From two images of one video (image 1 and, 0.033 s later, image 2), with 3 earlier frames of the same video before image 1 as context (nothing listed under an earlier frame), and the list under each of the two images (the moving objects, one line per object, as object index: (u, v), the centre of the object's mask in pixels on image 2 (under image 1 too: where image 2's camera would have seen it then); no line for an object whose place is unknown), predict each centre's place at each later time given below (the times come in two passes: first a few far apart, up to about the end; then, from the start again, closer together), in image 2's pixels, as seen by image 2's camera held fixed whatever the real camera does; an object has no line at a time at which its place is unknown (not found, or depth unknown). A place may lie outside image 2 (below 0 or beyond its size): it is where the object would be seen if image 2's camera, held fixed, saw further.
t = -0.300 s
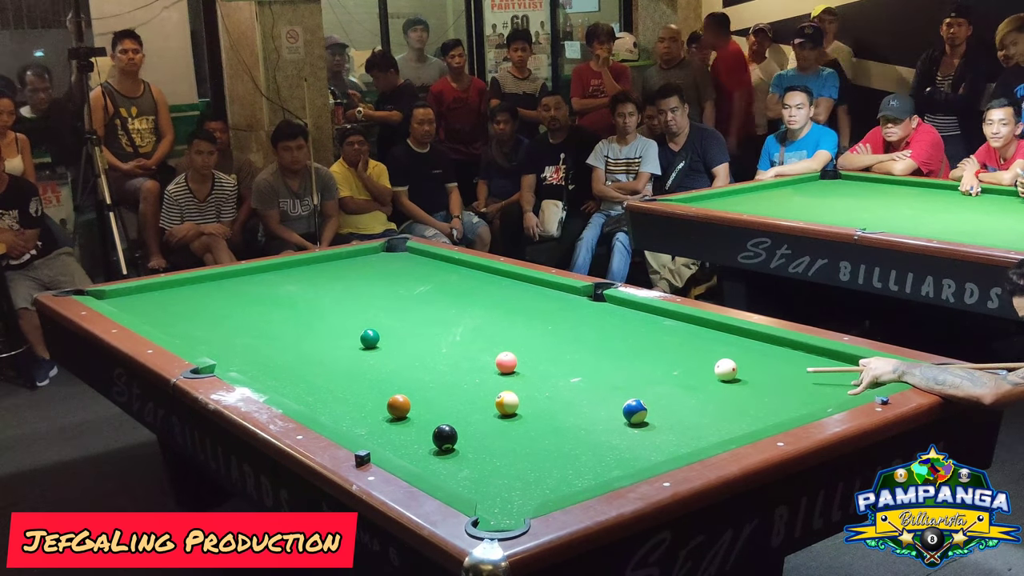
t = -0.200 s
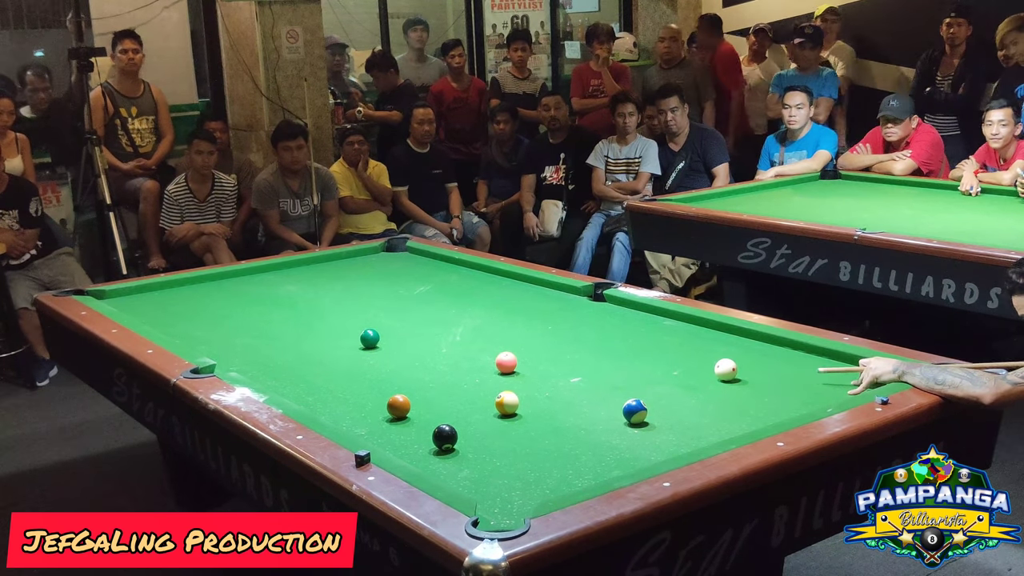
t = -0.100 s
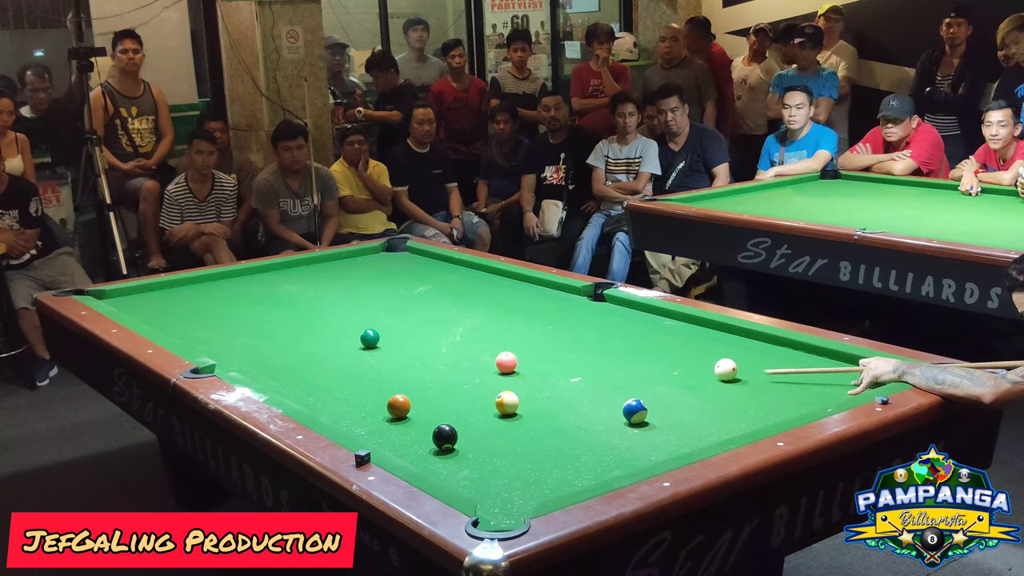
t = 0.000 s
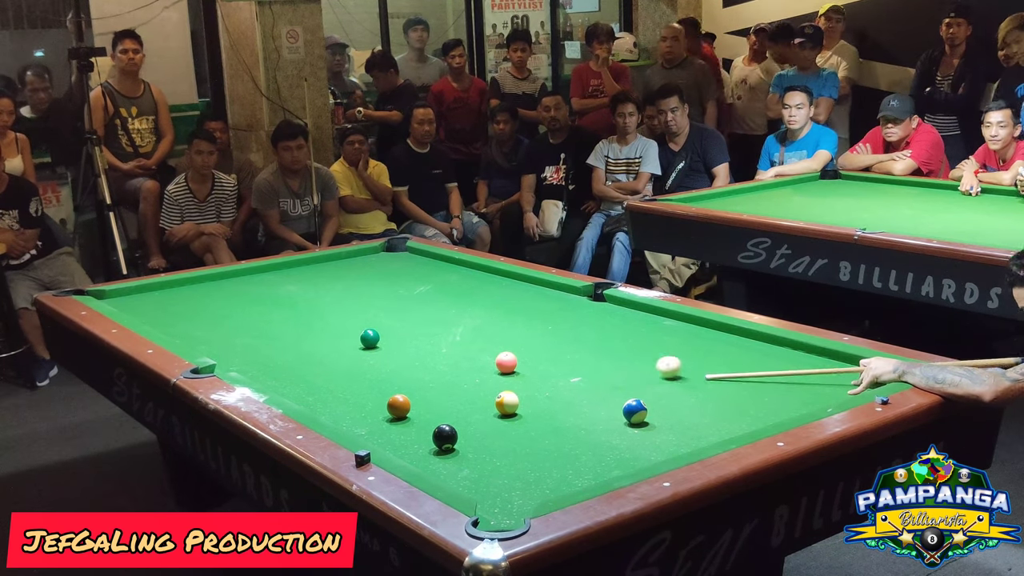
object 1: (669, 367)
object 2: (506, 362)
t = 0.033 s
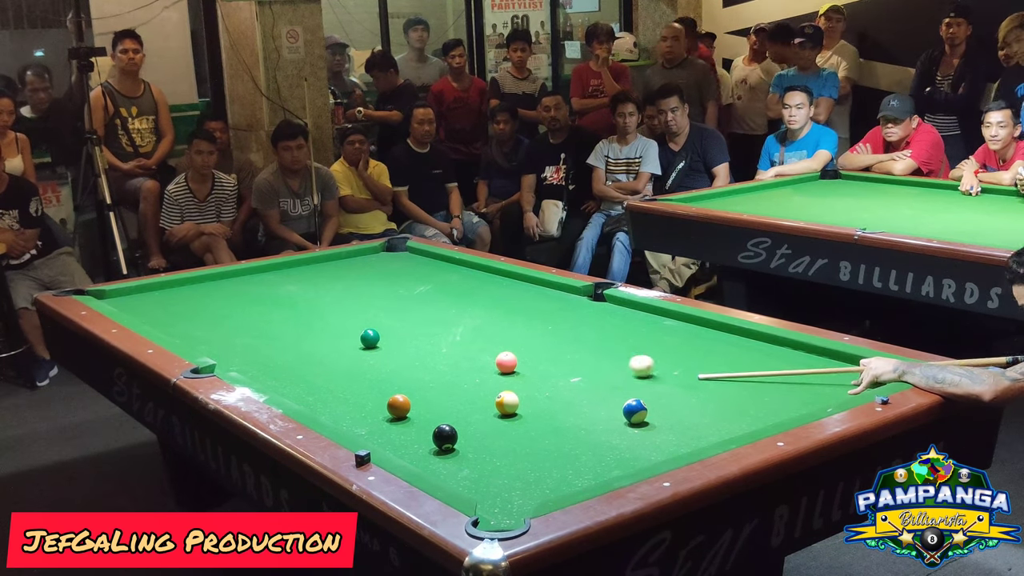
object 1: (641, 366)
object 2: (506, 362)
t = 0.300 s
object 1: (524, 358)
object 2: (461, 364)
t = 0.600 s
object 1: (513, 348)
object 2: (353, 369)
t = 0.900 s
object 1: (502, 340)
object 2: (250, 371)
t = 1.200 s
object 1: (494, 333)
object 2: (226, 362)
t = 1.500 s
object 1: (486, 326)
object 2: (219, 350)
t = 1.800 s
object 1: (478, 321)
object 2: (214, 340)
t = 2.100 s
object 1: (472, 317)
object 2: (210, 331)
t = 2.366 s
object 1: (466, 314)
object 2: (207, 324)
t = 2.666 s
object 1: (460, 311)
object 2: (204, 317)
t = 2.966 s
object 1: (456, 309)
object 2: (201, 311)
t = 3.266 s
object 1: (452, 307)
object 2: (198, 306)
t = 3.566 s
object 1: (449, 306)
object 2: (196, 301)
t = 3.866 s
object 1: (448, 305)
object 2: (194, 298)
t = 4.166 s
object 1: (447, 305)
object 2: (192, 294)
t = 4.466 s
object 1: (447, 305)
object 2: (191, 291)
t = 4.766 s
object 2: (190, 289)
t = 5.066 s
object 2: (189, 287)
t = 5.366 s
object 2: (189, 286)
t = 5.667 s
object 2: (189, 285)
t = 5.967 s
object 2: (188, 285)
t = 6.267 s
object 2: (188, 285)
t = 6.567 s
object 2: (188, 285)
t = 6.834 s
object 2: (188, 285)
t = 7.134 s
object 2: (188, 285)
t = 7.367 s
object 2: (188, 285)
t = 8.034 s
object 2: (189, 284)
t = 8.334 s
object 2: (188, 284)
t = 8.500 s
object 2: (188, 285)
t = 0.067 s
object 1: (615, 365)
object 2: (506, 362)
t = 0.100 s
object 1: (592, 364)
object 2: (506, 362)
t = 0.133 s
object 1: (569, 363)
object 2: (506, 362)
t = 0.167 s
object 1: (548, 362)
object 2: (506, 362)
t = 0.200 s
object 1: (529, 361)
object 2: (506, 362)
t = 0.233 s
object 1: (527, 360)
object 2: (491, 362)
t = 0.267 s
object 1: (526, 359)
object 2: (475, 363)
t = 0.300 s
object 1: (524, 358)
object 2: (461, 364)
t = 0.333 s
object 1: (523, 357)
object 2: (448, 364)
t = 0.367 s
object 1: (521, 355)
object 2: (436, 365)
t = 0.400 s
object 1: (520, 355)
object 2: (424, 365)
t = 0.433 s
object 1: (519, 353)
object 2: (412, 366)
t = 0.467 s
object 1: (517, 352)
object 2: (400, 367)
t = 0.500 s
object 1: (516, 351)
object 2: (388, 367)
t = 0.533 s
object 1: (515, 350)
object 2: (377, 368)
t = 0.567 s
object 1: (514, 349)
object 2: (365, 368)
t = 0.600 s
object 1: (513, 348)
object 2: (353, 369)
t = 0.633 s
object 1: (511, 347)
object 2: (341, 370)
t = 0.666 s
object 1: (510, 346)
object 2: (329, 370)
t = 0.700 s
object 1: (509, 345)
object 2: (318, 371)
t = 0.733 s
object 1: (508, 344)
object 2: (306, 371)
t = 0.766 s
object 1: (507, 343)
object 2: (295, 371)
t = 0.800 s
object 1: (506, 343)
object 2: (283, 372)
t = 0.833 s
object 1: (505, 342)
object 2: (271, 373)
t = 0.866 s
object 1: (504, 341)
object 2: (260, 373)
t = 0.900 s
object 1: (502, 340)
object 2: (250, 371)
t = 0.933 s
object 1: (501, 339)
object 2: (243, 370)
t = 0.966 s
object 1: (500, 338)
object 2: (241, 368)
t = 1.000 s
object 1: (499, 337)
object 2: (238, 367)
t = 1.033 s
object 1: (499, 337)
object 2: (236, 367)
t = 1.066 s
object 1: (498, 336)
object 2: (234, 366)
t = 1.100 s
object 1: (497, 335)
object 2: (231, 365)
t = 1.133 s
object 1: (496, 335)
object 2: (228, 364)
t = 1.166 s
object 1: (494, 333)
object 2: (227, 363)
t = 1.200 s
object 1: (494, 333)
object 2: (226, 362)
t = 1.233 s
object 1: (493, 332)
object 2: (226, 361)
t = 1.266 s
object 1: (492, 332)
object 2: (225, 360)
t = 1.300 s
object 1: (491, 331)
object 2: (224, 358)
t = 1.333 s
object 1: (490, 330)
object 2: (223, 357)
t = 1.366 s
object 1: (489, 330)
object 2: (223, 356)
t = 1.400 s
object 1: (489, 329)
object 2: (222, 355)
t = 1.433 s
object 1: (488, 328)
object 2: (221, 353)
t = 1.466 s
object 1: (487, 328)
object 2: (220, 352)
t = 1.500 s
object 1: (486, 326)
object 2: (219, 350)
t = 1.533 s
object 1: (485, 326)
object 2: (219, 349)
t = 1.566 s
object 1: (484, 325)
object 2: (218, 348)
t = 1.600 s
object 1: (483, 325)
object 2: (218, 347)
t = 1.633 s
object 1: (482, 324)
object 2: (217, 346)
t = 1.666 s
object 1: (481, 324)
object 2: (216, 345)
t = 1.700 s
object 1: (481, 323)
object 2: (216, 343)
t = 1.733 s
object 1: (480, 323)
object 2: (216, 342)
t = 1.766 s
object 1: (479, 322)
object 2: (215, 341)
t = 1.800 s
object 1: (478, 321)
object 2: (214, 340)
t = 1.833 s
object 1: (478, 321)
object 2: (214, 339)
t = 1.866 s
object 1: (477, 320)
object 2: (213, 338)
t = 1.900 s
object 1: (476, 320)
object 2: (213, 337)
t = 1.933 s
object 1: (475, 319)
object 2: (212, 336)
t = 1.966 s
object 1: (475, 319)
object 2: (212, 335)
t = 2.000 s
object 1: (474, 318)
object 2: (211, 334)
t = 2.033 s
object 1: (473, 318)
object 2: (211, 333)
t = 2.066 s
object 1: (472, 317)
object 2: (211, 332)
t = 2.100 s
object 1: (472, 317)
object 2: (210, 331)
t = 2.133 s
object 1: (471, 316)
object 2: (209, 330)
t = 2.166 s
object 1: (470, 316)
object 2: (209, 329)
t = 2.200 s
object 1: (470, 316)
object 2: (209, 328)
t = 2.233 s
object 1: (469, 315)
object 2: (208, 328)
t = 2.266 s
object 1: (468, 315)
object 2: (208, 327)
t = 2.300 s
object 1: (468, 315)
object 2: (207, 326)
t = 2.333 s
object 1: (467, 314)
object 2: (207, 325)
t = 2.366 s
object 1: (466, 314)
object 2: (207, 324)
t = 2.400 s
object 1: (466, 313)
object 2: (206, 323)
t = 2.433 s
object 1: (465, 313)
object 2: (206, 323)
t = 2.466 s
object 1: (464, 313)
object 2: (206, 322)
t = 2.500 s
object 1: (464, 312)
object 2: (205, 321)
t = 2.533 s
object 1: (463, 312)
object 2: (205, 320)
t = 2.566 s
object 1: (462, 312)
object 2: (205, 319)
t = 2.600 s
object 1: (462, 312)
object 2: (204, 319)
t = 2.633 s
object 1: (461, 311)
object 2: (204, 318)
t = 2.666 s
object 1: (460, 311)
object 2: (204, 317)
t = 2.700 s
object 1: (460, 311)
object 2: (203, 316)
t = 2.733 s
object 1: (459, 310)
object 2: (203, 316)
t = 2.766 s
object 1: (459, 310)
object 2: (202, 315)
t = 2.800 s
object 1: (458, 310)
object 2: (202, 314)
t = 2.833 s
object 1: (458, 310)
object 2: (202, 314)
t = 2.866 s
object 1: (457, 309)
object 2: (202, 313)
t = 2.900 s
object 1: (457, 309)
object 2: (201, 312)
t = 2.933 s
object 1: (456, 309)
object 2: (201, 312)
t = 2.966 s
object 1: (456, 309)
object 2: (201, 311)
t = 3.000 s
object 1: (455, 309)
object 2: (200, 310)
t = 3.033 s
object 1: (455, 308)
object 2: (200, 310)
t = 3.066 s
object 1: (454, 308)
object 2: (200, 309)
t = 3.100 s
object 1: (454, 308)
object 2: (199, 309)
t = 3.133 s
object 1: (454, 308)
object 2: (199, 308)
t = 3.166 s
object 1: (453, 308)
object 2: (199, 307)
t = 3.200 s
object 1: (453, 308)
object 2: (199, 307)
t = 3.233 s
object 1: (452, 307)
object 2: (198, 306)
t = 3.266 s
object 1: (452, 307)
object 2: (198, 306)
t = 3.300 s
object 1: (451, 307)
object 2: (198, 305)
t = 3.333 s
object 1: (451, 307)
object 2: (197, 305)
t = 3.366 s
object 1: (450, 307)
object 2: (197, 304)
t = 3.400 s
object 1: (450, 307)
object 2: (197, 304)
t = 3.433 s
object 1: (450, 307)
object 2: (197, 303)
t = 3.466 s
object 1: (450, 306)
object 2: (196, 303)
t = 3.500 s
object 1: (449, 306)
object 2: (196, 302)
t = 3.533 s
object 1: (449, 306)
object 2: (196, 302)
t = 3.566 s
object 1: (449, 306)
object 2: (196, 301)
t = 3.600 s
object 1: (449, 306)
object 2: (195, 301)
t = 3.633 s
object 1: (448, 306)
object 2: (195, 301)
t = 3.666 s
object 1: (448, 306)
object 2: (195, 300)
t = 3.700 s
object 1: (448, 306)
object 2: (194, 299)
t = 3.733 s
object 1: (448, 306)
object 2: (194, 299)
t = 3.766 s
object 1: (448, 306)
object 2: (194, 299)
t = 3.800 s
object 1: (448, 305)
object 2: (194, 298)
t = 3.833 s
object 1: (448, 306)
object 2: (194, 298)
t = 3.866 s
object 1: (448, 305)
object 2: (194, 298)
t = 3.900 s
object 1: (447, 305)
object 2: (193, 297)
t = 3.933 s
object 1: (447, 305)
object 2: (193, 297)
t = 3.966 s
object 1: (447, 305)
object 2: (193, 296)
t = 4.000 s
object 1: (447, 305)
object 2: (193, 296)
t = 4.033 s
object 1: (447, 305)
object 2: (192, 296)
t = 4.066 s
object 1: (447, 305)
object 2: (192, 295)
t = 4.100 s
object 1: (447, 305)
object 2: (192, 295)
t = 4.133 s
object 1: (447, 305)
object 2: (192, 295)
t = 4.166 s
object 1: (447, 305)
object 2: (192, 294)
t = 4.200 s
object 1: (447, 305)
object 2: (192, 294)
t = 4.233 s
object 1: (447, 305)
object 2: (192, 293)
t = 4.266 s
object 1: (447, 305)
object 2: (192, 293)
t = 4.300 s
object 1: (447, 305)
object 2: (191, 293)
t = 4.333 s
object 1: (447, 305)
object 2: (191, 292)
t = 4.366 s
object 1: (447, 305)
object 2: (191, 292)
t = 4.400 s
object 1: (447, 305)
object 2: (191, 292)
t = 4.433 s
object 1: (447, 305)
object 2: (191, 292)
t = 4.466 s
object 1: (447, 305)
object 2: (191, 291)
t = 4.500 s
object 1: (447, 305)
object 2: (191, 291)
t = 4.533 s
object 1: (447, 305)
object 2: (191, 291)
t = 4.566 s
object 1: (447, 305)
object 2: (191, 290)
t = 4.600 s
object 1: (447, 305)
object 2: (191, 290)
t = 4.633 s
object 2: (190, 290)
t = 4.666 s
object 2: (190, 290)
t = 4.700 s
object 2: (190, 289)
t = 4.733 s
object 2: (190, 289)
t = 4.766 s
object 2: (190, 289)
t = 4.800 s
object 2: (190, 289)
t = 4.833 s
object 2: (190, 288)
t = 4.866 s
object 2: (190, 288)
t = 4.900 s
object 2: (190, 288)
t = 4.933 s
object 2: (190, 288)
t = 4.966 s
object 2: (190, 288)
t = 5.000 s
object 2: (190, 287)
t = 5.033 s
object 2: (189, 287)
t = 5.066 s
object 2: (189, 287)
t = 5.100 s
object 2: (189, 287)
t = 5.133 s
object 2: (189, 287)
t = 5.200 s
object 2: (189, 287)
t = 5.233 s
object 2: (189, 286)
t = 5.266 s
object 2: (189, 286)
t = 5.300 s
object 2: (189, 286)
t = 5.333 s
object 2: (189, 286)
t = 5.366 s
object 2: (189, 286)
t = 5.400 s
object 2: (189, 286)
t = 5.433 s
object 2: (189, 286)
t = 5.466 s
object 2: (189, 286)
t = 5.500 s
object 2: (189, 285)
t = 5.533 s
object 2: (189, 285)
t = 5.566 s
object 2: (189, 285)
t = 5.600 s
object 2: (189, 285)
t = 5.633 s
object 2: (189, 285)
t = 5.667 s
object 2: (189, 285)
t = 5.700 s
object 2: (189, 285)
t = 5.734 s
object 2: (189, 285)
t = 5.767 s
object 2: (189, 285)
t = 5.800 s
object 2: (189, 285)
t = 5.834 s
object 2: (188, 285)
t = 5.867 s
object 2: (188, 285)
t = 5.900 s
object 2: (188, 285)
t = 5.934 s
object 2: (188, 285)
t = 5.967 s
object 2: (188, 285)
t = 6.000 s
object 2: (188, 285)
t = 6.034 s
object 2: (188, 285)
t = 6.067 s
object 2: (188, 285)
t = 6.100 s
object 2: (188, 285)
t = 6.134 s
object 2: (188, 285)
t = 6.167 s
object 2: (188, 285)
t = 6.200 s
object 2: (188, 285)
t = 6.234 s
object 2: (188, 285)
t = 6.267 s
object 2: (188, 285)
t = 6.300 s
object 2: (188, 285)
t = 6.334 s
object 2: (188, 285)
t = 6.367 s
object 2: (188, 285)
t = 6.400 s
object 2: (188, 285)
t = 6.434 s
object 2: (188, 285)
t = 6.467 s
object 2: (188, 285)
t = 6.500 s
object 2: (188, 285)
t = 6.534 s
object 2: (188, 285)
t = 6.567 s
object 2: (188, 285)
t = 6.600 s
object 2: (188, 285)
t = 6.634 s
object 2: (188, 285)
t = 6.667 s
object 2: (188, 285)
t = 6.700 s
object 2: (188, 285)
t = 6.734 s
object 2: (188, 285)
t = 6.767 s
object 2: (188, 285)
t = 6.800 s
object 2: (188, 285)
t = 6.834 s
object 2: (188, 285)
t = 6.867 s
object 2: (188, 285)
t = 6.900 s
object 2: (188, 285)
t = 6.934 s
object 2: (188, 285)
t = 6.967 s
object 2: (188, 285)
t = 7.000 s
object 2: (188, 285)
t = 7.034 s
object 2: (188, 285)
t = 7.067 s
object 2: (188, 285)
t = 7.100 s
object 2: (188, 285)
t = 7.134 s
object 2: (188, 285)
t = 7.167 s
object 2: (188, 285)
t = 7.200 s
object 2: (188, 285)
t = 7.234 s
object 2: (188, 285)
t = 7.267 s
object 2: (188, 285)
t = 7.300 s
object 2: (188, 285)
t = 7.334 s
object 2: (188, 285)
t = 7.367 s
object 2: (188, 285)
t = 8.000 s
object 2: (189, 284)
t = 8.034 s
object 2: (189, 284)
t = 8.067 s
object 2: (189, 284)
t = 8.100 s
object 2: (189, 284)
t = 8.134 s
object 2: (188, 284)
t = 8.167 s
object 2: (188, 284)
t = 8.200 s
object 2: (189, 284)
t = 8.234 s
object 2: (188, 284)
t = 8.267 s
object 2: (189, 284)
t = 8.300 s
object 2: (188, 284)
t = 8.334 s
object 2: (188, 284)
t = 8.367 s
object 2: (188, 284)
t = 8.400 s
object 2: (188, 284)
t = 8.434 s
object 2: (188, 284)
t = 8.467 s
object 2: (188, 285)
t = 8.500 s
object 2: (188, 285)
